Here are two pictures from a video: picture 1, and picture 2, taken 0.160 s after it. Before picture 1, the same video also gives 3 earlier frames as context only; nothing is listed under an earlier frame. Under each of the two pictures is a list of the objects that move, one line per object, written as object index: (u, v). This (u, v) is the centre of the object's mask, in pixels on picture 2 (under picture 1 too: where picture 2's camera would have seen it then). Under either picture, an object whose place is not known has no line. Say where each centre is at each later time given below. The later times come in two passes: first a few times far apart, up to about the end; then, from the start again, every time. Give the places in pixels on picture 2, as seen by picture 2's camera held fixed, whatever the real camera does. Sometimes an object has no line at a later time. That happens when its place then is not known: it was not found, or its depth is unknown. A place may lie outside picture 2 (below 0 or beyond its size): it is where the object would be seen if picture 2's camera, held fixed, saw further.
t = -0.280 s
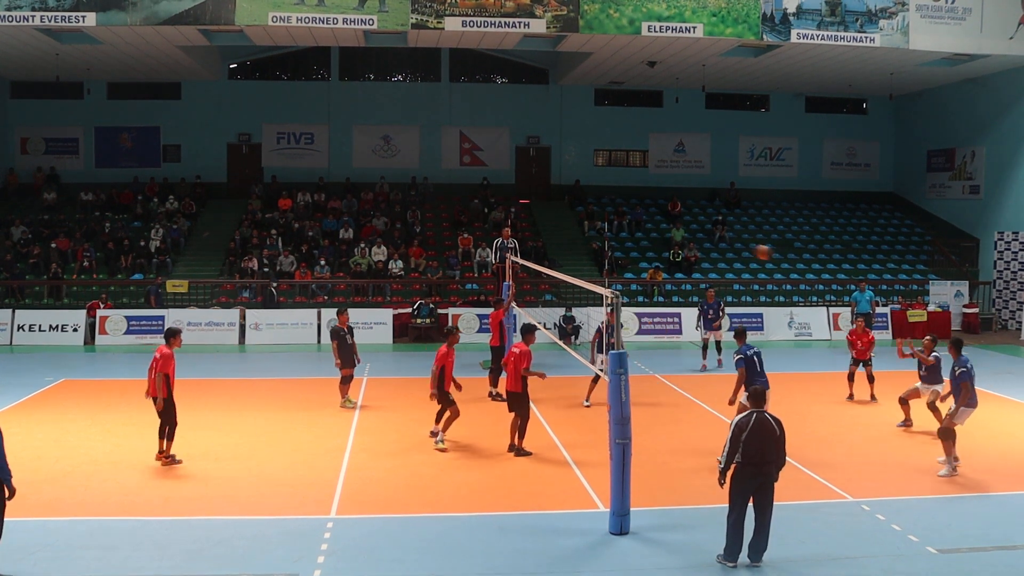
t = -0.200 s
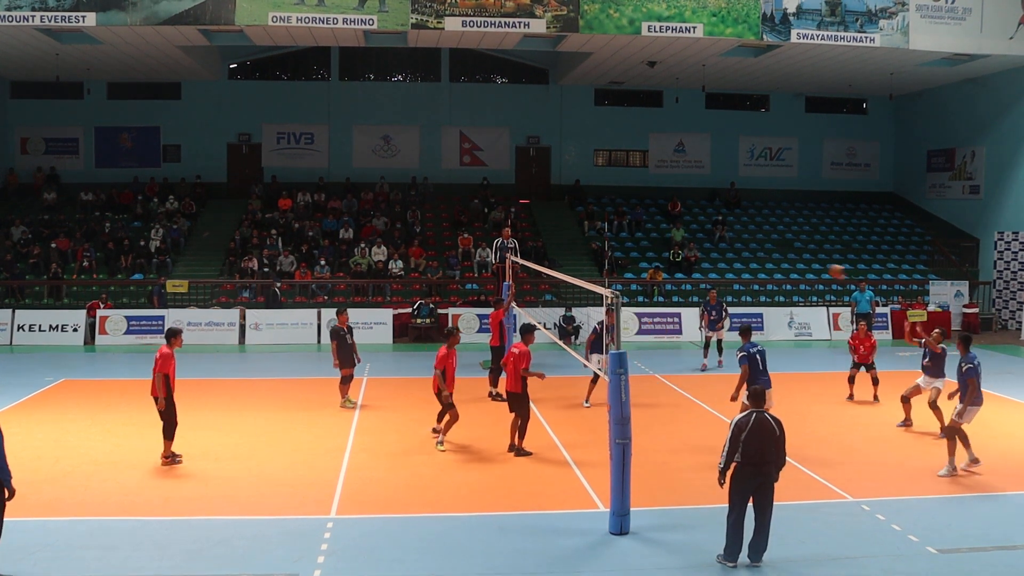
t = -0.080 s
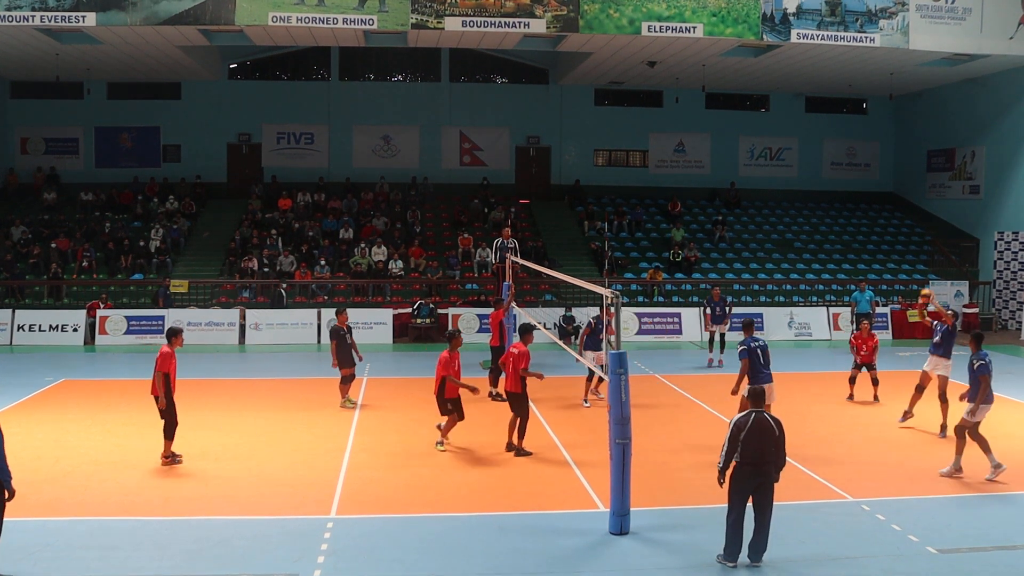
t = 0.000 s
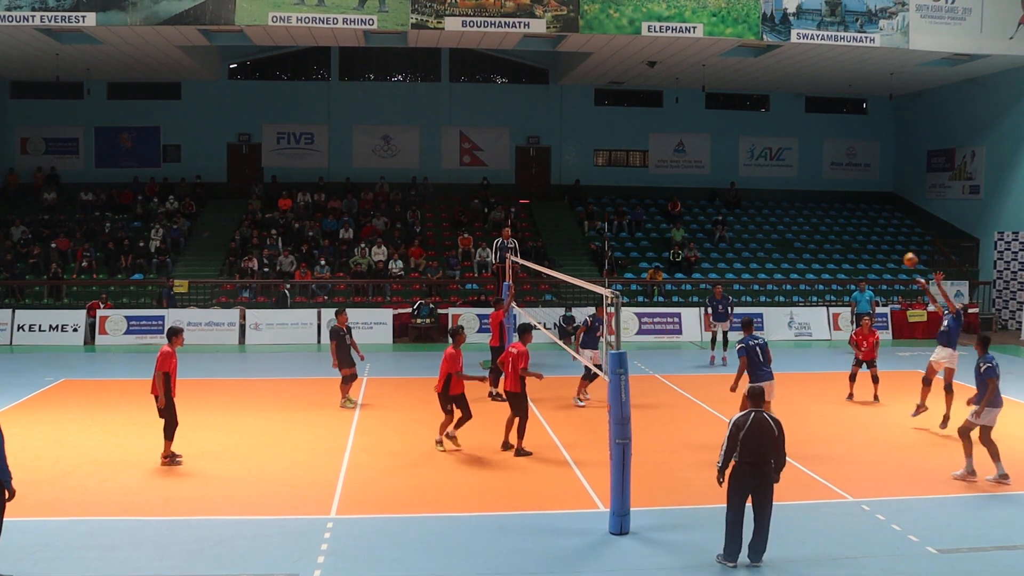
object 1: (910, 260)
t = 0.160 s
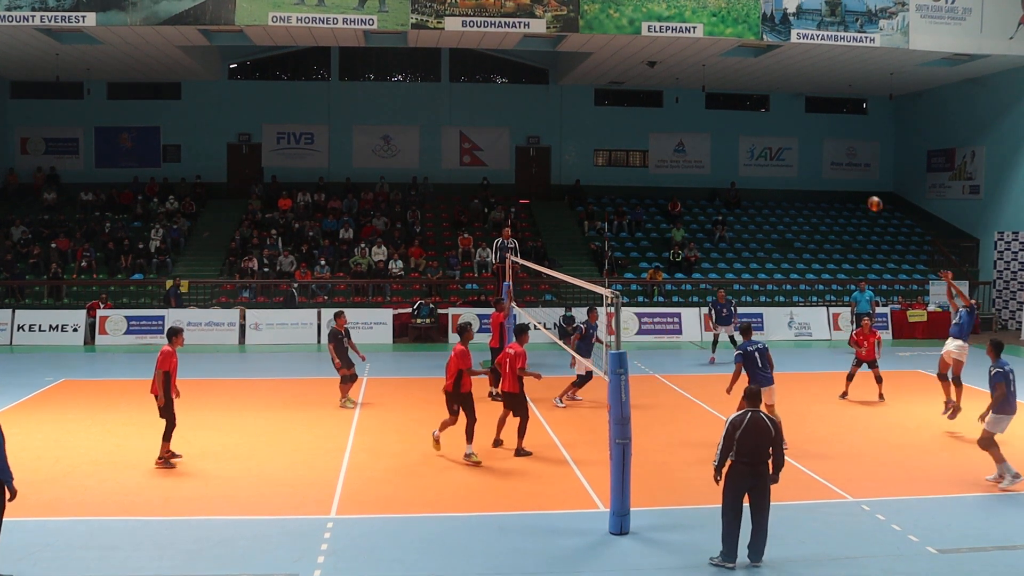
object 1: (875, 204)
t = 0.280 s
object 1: (848, 173)
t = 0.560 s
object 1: (788, 138)
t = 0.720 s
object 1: (754, 142)
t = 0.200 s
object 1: (866, 193)
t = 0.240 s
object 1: (857, 182)
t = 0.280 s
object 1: (848, 173)
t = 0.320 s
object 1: (839, 165)
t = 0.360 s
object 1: (831, 158)
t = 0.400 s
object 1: (822, 152)
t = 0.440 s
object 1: (813, 147)
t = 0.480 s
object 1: (805, 143)
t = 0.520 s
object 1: (796, 140)
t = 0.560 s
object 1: (788, 138)
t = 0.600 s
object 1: (779, 138)
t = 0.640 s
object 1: (771, 138)
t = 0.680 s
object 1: (762, 140)
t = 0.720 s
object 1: (754, 142)
